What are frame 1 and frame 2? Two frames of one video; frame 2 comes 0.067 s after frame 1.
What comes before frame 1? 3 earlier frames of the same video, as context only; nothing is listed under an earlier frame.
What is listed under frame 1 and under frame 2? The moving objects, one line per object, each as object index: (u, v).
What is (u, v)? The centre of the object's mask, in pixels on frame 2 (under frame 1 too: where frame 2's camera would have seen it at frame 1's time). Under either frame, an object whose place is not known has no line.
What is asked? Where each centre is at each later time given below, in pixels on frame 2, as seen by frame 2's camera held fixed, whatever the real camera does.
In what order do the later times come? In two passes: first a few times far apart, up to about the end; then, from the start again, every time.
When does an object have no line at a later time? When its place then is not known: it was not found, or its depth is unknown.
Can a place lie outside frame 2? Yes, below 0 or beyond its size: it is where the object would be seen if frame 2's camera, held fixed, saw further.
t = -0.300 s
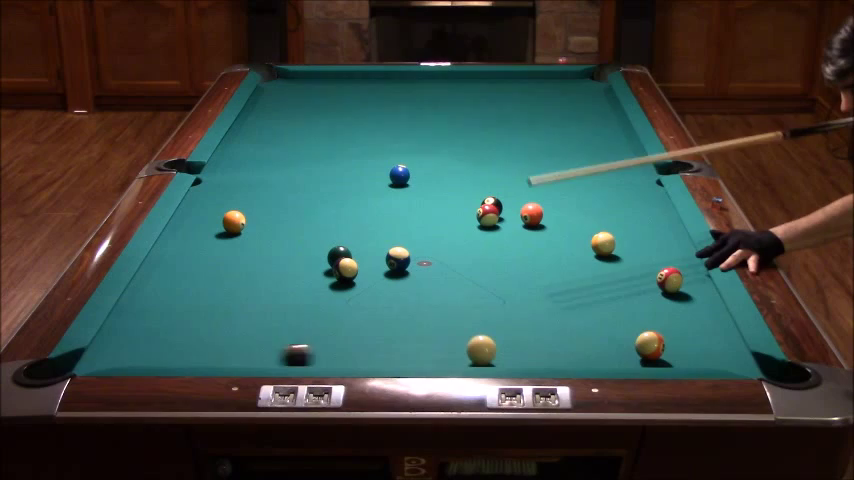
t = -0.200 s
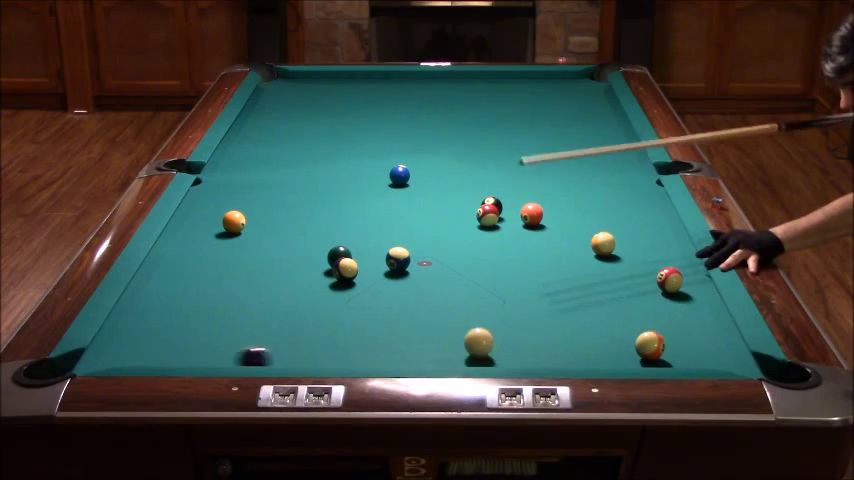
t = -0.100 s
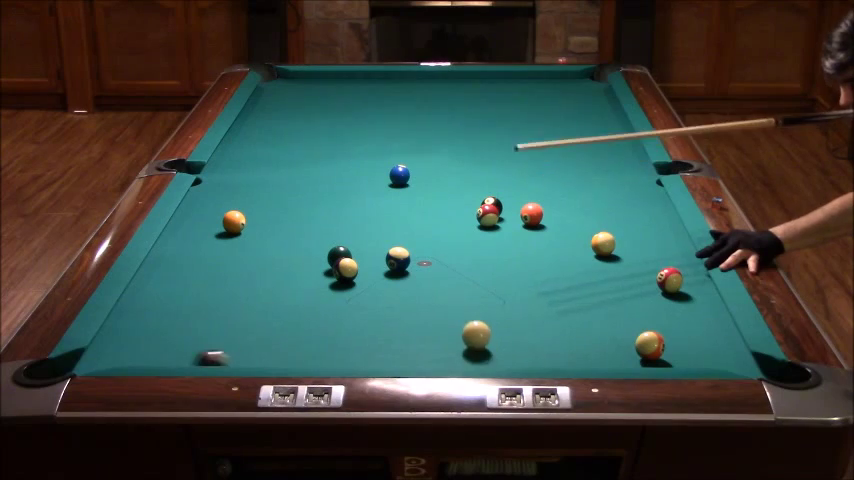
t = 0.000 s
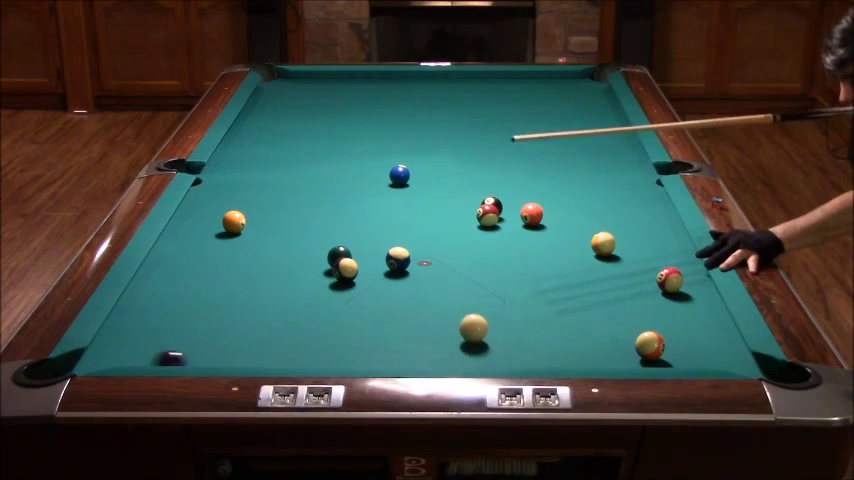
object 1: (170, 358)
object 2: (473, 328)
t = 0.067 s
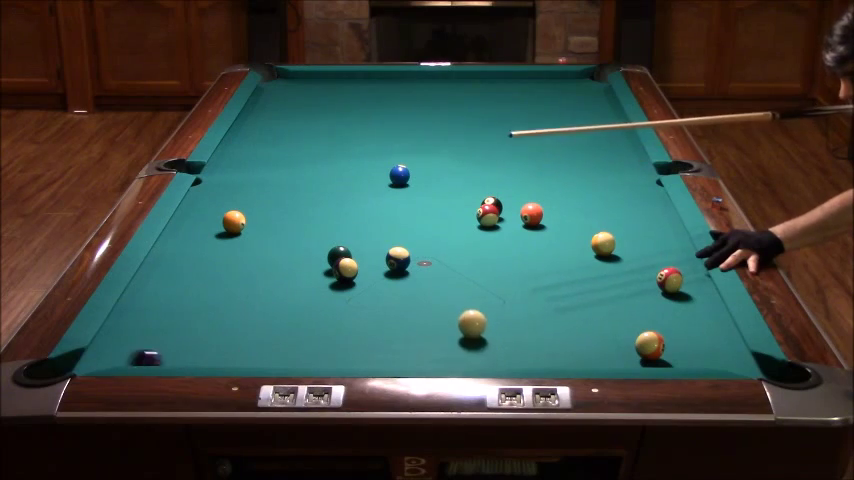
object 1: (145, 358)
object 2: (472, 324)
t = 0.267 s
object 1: (82, 361)
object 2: (467, 311)
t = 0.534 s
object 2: (461, 296)
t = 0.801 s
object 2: (457, 284)
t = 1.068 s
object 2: (454, 272)
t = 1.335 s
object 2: (451, 263)
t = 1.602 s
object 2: (448, 255)
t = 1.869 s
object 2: (447, 248)
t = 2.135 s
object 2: (446, 242)
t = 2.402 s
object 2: (446, 237)
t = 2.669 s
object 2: (447, 232)
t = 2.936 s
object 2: (448, 229)
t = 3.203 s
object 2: (448, 227)
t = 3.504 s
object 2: (448, 225)
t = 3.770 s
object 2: (448, 224)
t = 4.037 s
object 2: (448, 224)
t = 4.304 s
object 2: (448, 224)
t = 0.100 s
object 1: (133, 357)
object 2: (471, 321)
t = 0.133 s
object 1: (120, 357)
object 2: (470, 319)
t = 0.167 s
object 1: (108, 358)
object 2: (470, 317)
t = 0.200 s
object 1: (96, 359)
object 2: (469, 315)
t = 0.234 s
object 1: (85, 360)
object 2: (468, 313)
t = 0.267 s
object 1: (82, 361)
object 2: (467, 311)
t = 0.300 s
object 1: (81, 361)
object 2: (466, 309)
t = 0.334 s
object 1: (85, 365)
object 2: (466, 307)
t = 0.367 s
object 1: (81, 369)
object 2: (465, 305)
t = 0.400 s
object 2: (464, 304)
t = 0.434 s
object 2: (463, 302)
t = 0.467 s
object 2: (463, 300)
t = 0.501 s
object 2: (462, 298)
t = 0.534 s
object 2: (461, 296)
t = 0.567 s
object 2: (461, 295)
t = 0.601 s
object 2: (460, 293)
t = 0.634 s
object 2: (460, 291)
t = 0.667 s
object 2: (459, 290)
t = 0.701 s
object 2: (459, 288)
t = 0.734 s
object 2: (458, 287)
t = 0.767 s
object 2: (458, 285)
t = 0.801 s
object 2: (457, 284)
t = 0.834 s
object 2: (457, 282)
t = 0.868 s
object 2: (456, 281)
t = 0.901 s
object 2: (456, 279)
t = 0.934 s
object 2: (456, 278)
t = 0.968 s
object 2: (455, 276)
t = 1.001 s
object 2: (455, 275)
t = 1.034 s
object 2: (454, 274)
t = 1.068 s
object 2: (454, 272)
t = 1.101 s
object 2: (453, 271)
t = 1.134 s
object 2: (453, 270)
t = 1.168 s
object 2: (452, 269)
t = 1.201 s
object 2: (452, 267)
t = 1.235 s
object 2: (452, 266)
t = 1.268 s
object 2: (451, 265)
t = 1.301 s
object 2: (451, 264)
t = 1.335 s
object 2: (451, 263)
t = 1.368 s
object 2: (450, 262)
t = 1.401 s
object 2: (450, 261)
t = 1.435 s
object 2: (450, 259)
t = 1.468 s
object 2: (449, 258)
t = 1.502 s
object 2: (449, 257)
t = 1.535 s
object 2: (449, 257)
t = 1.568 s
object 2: (448, 255)
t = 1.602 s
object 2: (448, 255)
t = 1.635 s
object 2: (448, 254)
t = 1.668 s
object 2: (448, 253)
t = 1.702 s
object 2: (448, 252)
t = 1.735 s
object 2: (448, 251)
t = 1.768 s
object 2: (447, 250)
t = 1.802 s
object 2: (447, 249)
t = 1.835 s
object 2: (447, 248)
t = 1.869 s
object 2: (447, 248)
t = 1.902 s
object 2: (447, 247)
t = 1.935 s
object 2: (446, 246)
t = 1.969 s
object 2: (446, 245)
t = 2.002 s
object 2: (446, 244)
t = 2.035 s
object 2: (446, 244)
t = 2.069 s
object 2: (446, 243)
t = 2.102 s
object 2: (446, 242)
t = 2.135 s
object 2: (446, 242)
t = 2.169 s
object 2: (446, 241)
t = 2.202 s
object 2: (446, 240)
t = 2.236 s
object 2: (446, 240)
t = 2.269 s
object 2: (446, 239)
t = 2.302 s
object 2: (446, 238)
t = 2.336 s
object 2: (446, 238)
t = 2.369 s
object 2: (446, 237)
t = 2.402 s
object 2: (446, 237)
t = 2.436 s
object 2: (446, 236)
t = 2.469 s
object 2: (446, 235)
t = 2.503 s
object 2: (446, 235)
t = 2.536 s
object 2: (446, 234)
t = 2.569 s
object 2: (446, 234)
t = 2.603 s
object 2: (447, 233)
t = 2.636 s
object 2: (447, 233)
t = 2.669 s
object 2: (447, 232)
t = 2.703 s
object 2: (447, 232)
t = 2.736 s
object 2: (447, 231)
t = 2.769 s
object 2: (447, 231)
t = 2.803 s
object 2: (447, 231)
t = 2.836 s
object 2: (447, 230)
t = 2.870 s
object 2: (448, 230)
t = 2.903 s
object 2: (448, 229)
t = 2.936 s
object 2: (448, 229)
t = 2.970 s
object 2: (448, 229)
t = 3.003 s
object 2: (448, 228)
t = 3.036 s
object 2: (448, 228)
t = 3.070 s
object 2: (448, 228)
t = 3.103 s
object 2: (448, 228)
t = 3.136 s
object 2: (448, 227)
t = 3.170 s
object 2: (448, 227)
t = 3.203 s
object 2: (448, 227)
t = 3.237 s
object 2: (448, 227)
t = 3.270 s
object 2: (448, 226)
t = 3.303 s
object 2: (448, 226)
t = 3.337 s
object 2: (448, 226)
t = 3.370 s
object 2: (448, 226)
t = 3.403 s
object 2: (448, 226)
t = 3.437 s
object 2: (448, 225)
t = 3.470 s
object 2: (448, 225)
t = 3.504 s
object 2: (448, 225)
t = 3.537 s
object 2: (448, 225)
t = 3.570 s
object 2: (448, 225)
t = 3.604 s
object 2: (448, 225)
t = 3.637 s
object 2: (448, 224)
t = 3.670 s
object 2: (448, 224)
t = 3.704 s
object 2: (448, 224)
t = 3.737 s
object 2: (448, 224)
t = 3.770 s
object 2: (448, 224)
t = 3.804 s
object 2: (448, 224)
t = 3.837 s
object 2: (448, 224)
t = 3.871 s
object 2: (448, 224)
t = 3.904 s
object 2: (448, 224)
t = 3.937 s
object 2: (448, 224)
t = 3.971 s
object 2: (448, 224)
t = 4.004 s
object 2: (448, 224)
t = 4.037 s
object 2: (448, 224)
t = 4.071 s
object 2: (448, 224)
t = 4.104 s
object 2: (448, 224)
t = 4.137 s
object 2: (448, 224)
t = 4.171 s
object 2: (448, 224)
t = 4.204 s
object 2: (448, 224)
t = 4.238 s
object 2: (448, 224)
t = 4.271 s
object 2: (448, 224)
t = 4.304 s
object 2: (448, 224)
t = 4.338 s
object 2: (448, 224)
